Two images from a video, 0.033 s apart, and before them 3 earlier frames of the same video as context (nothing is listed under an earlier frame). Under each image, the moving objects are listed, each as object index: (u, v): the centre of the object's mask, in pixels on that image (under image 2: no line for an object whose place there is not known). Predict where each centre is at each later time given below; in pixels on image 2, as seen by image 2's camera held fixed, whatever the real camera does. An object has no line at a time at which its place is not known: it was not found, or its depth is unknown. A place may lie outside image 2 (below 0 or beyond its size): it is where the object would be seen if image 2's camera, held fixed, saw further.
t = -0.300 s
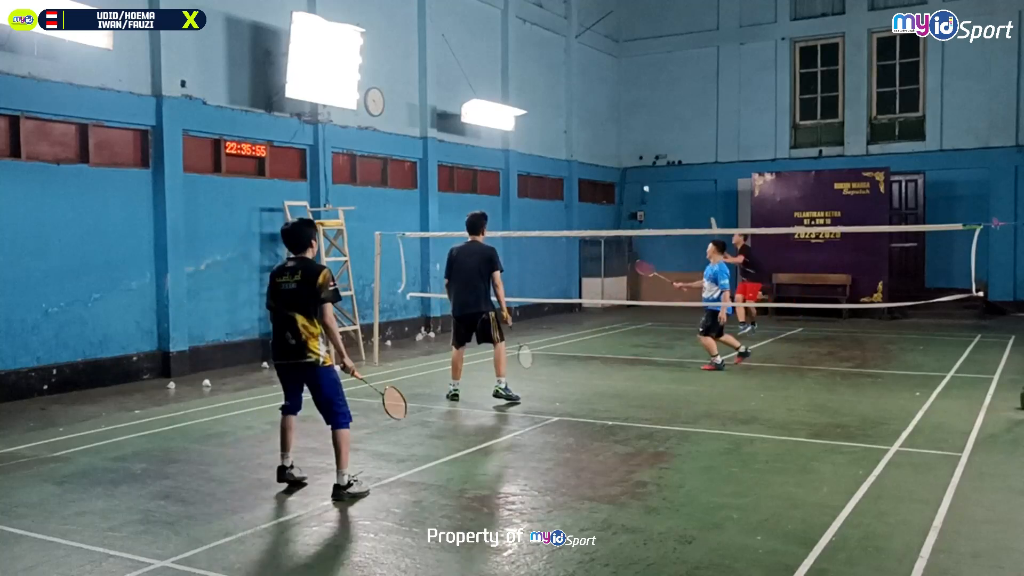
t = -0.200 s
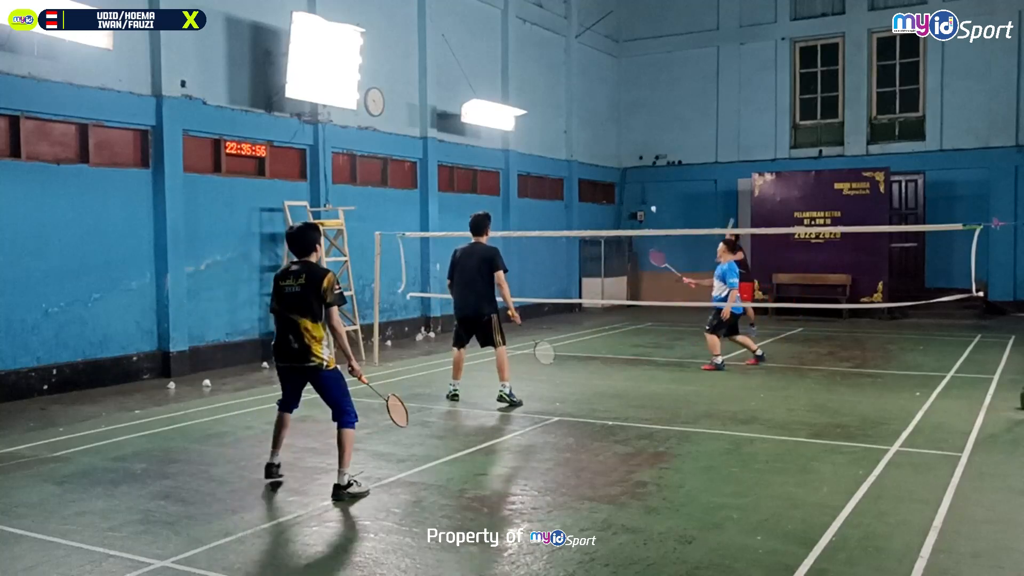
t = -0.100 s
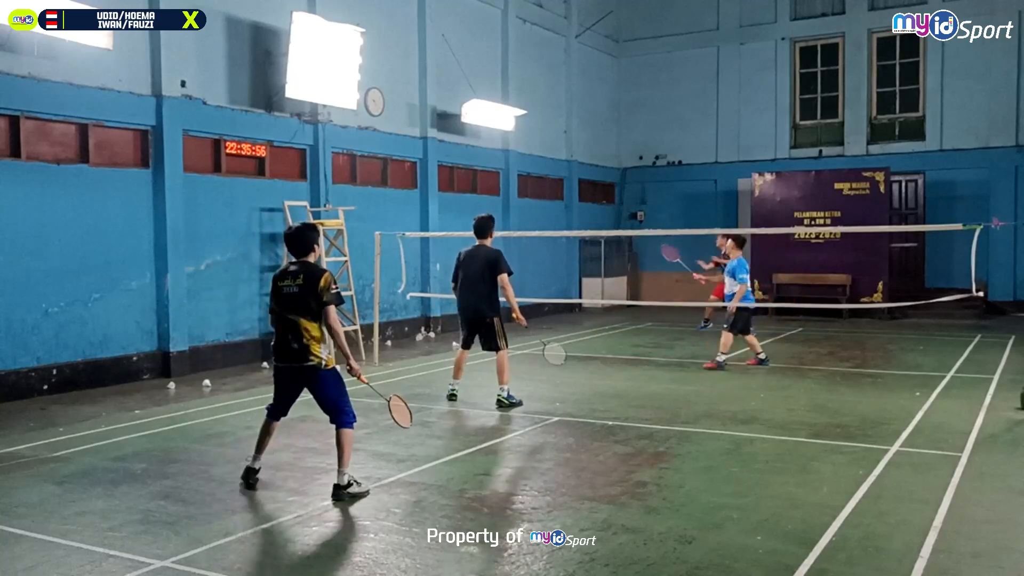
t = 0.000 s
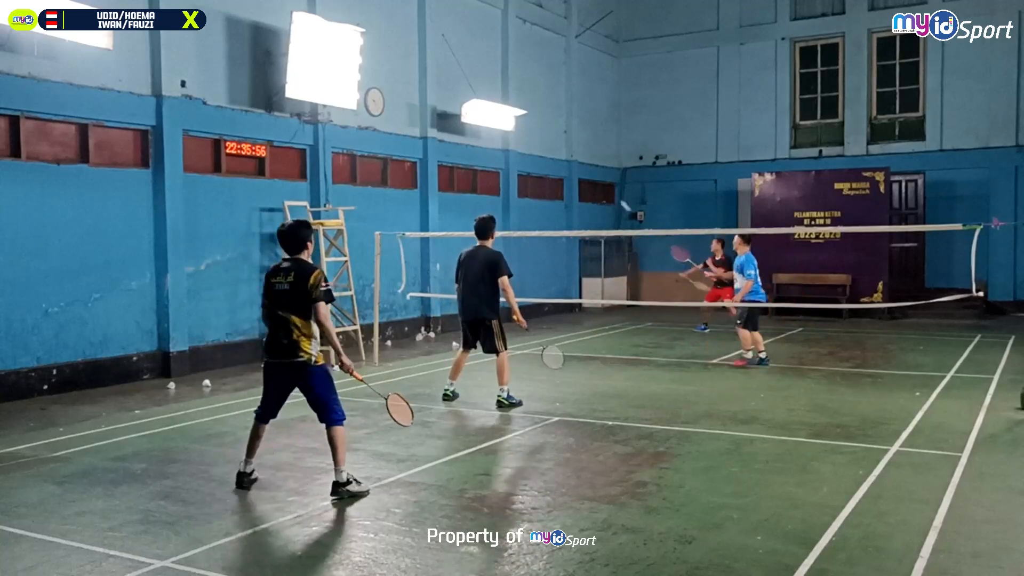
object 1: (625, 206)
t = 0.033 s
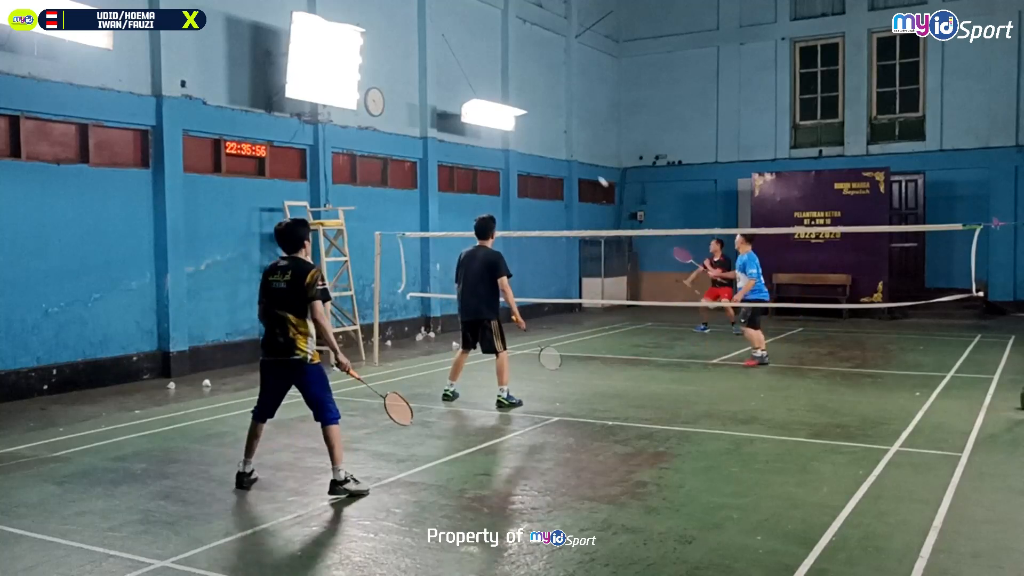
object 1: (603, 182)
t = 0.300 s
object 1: (472, 70)
